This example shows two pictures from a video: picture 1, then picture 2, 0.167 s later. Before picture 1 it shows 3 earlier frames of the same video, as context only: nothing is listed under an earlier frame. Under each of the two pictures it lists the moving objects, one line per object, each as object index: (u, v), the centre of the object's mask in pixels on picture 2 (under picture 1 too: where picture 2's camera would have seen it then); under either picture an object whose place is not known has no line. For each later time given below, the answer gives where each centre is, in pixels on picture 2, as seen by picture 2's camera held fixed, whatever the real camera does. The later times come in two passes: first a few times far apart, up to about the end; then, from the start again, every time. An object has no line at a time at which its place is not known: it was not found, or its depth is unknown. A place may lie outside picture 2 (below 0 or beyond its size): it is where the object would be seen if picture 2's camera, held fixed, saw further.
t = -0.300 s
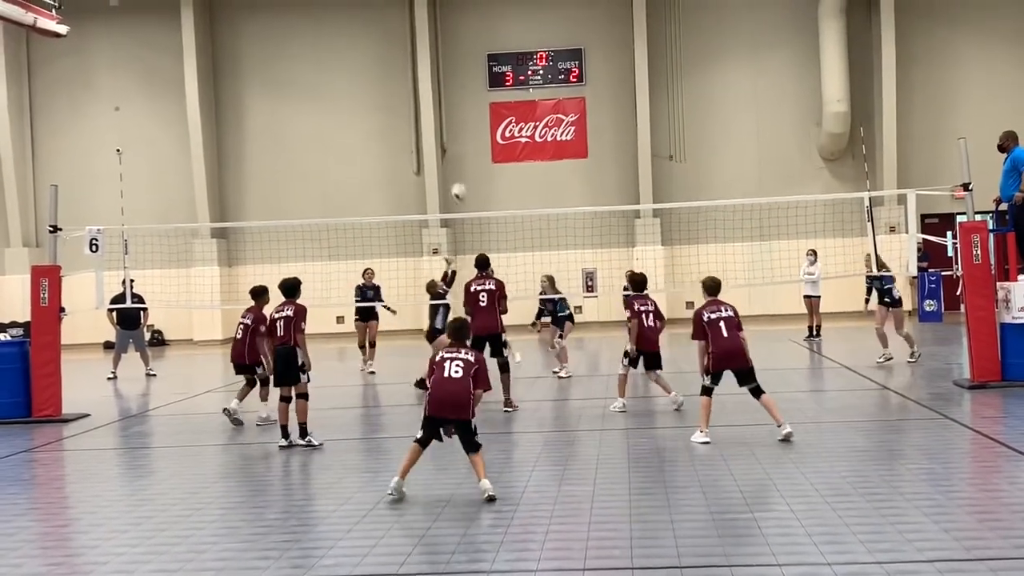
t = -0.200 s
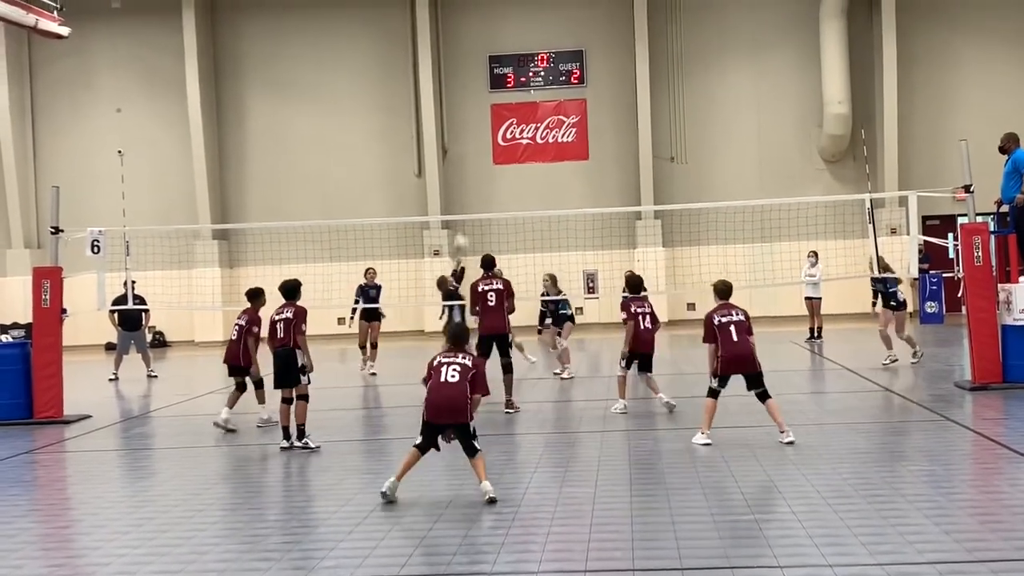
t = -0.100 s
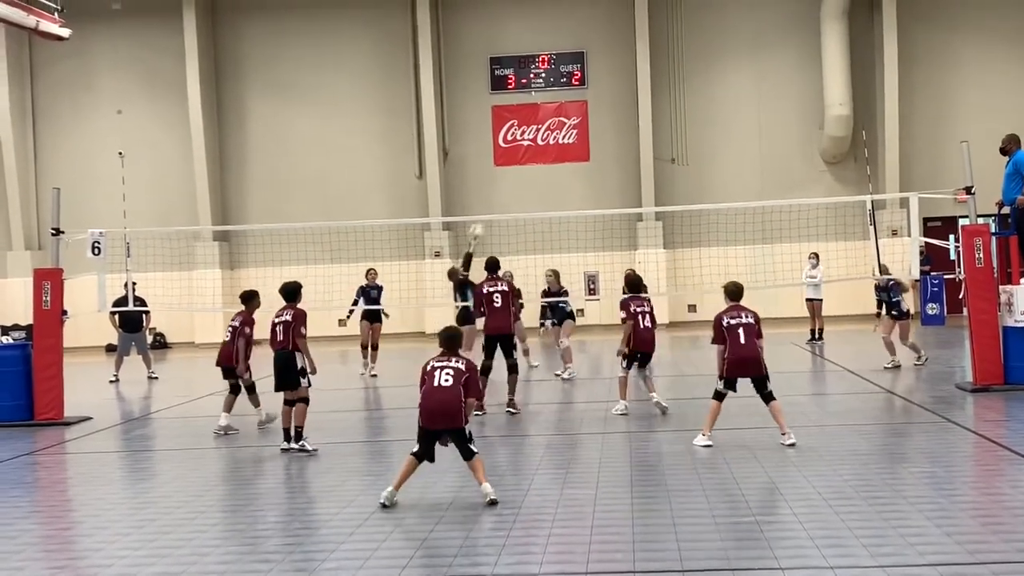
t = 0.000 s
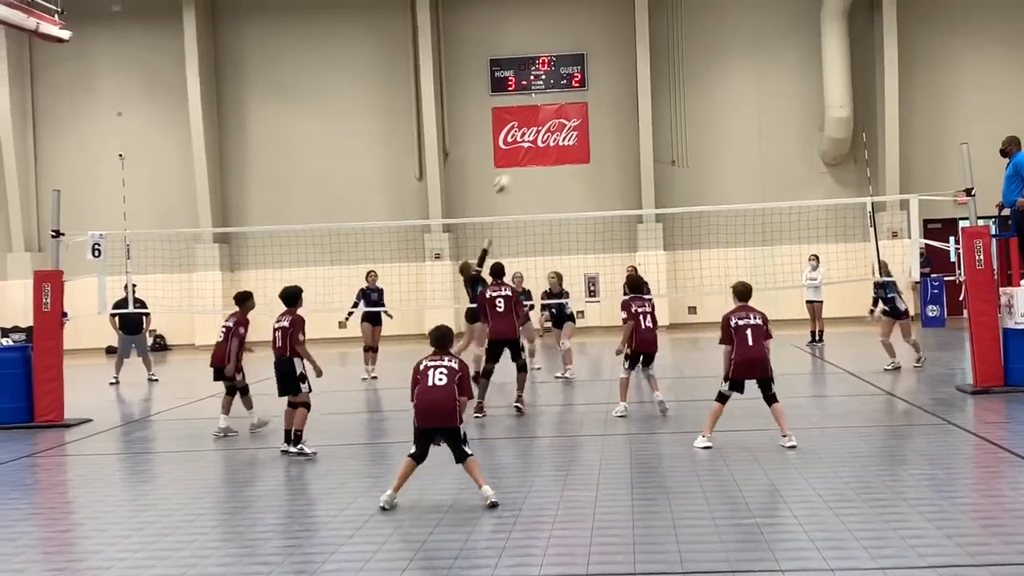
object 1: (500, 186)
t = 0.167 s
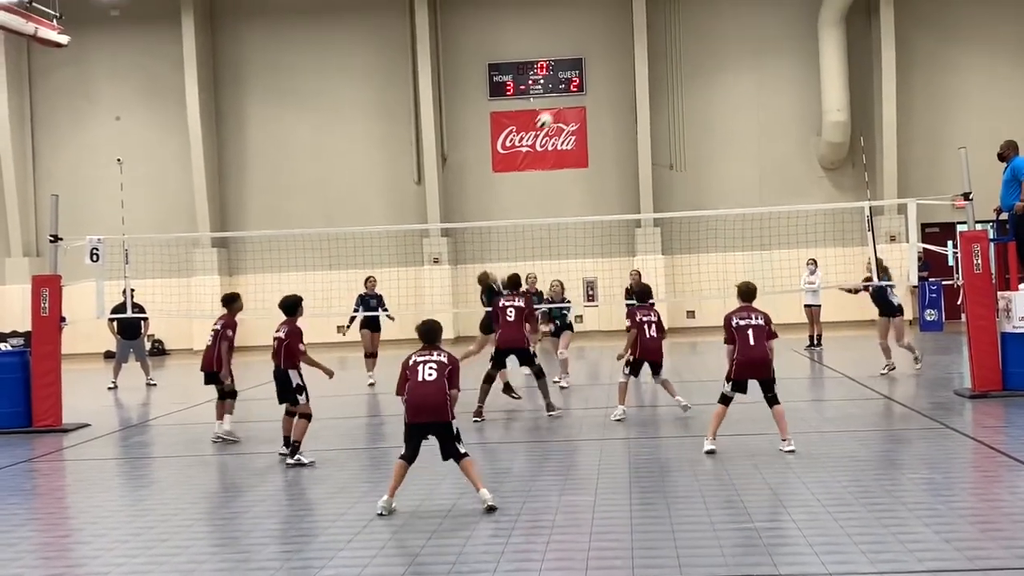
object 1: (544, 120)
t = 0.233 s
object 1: (561, 100)
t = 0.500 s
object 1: (629, 53)
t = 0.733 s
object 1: (689, 55)
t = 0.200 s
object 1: (553, 110)
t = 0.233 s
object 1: (561, 100)
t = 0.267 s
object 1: (570, 91)
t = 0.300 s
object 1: (579, 83)
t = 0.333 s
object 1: (587, 75)
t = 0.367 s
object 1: (596, 69)
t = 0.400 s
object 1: (604, 64)
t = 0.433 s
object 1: (613, 59)
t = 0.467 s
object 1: (621, 55)
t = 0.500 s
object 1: (629, 53)
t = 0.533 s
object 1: (639, 51)
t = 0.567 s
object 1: (648, 49)
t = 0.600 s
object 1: (655, 49)
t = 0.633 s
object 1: (664, 50)
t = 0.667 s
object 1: (672, 50)
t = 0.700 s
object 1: (680, 53)
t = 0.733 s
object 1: (689, 55)
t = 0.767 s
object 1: (697, 60)
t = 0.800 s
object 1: (706, 64)
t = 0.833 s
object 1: (714, 69)
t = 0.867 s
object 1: (723, 75)
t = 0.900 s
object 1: (731, 82)
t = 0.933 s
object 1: (740, 90)
